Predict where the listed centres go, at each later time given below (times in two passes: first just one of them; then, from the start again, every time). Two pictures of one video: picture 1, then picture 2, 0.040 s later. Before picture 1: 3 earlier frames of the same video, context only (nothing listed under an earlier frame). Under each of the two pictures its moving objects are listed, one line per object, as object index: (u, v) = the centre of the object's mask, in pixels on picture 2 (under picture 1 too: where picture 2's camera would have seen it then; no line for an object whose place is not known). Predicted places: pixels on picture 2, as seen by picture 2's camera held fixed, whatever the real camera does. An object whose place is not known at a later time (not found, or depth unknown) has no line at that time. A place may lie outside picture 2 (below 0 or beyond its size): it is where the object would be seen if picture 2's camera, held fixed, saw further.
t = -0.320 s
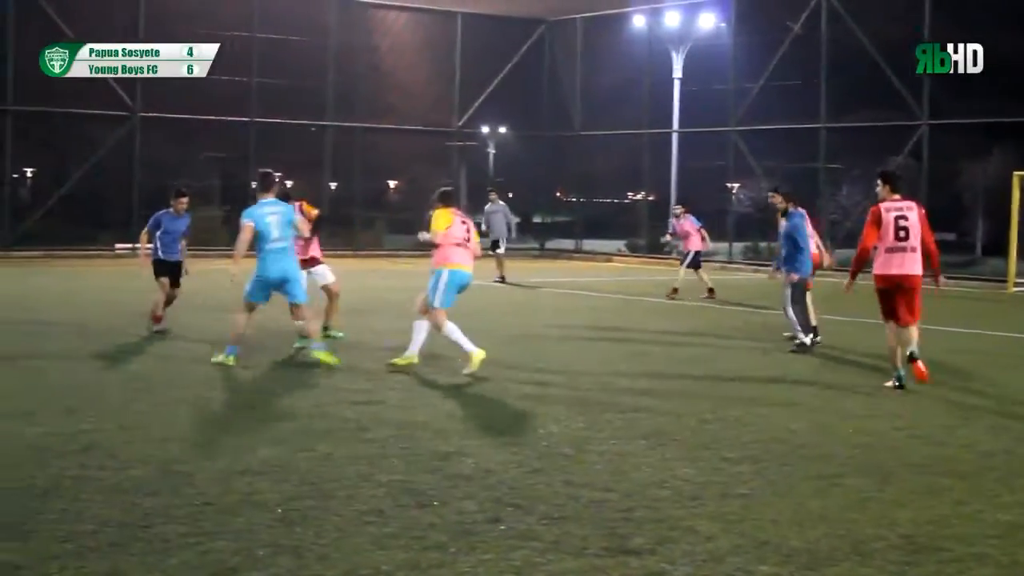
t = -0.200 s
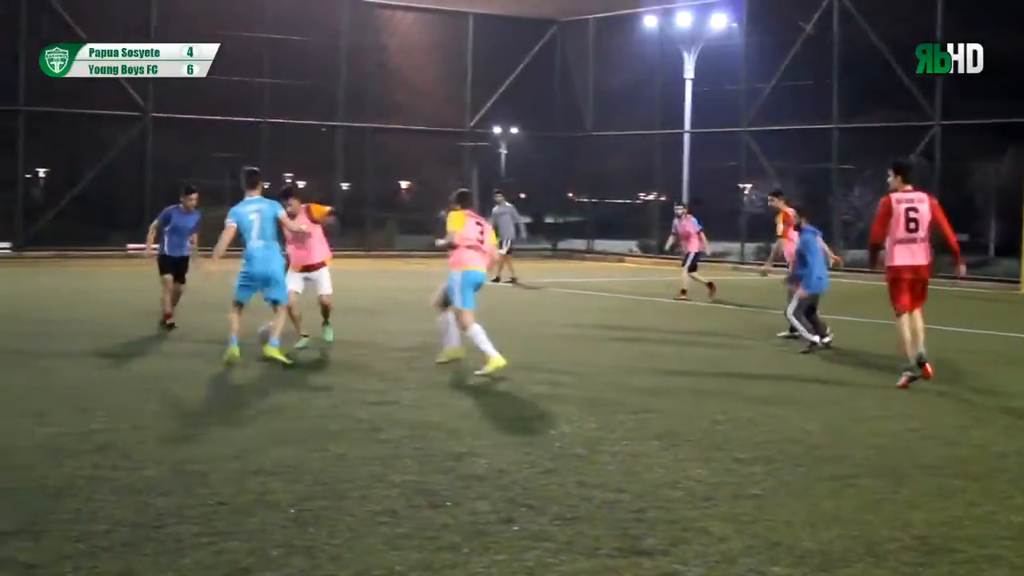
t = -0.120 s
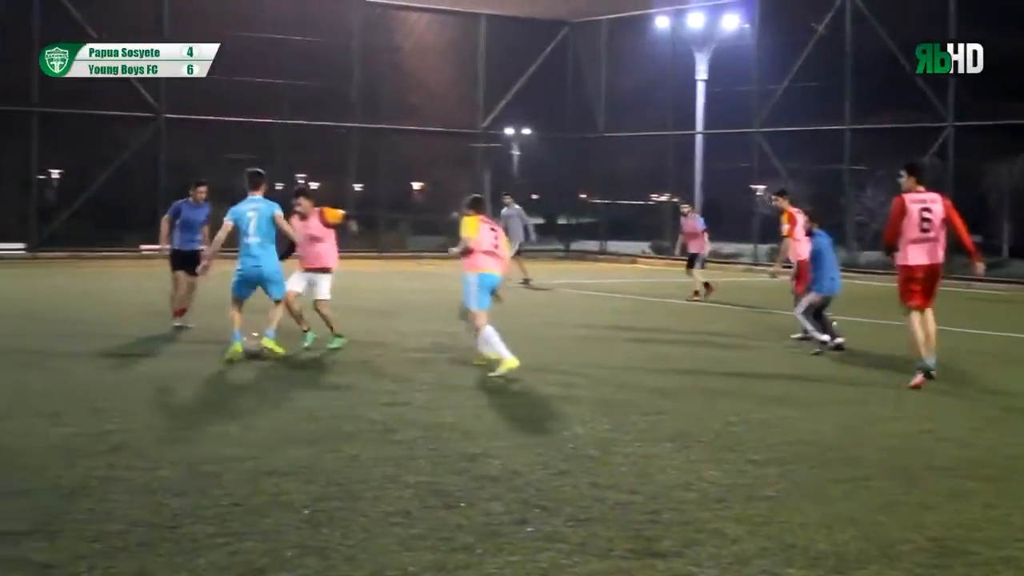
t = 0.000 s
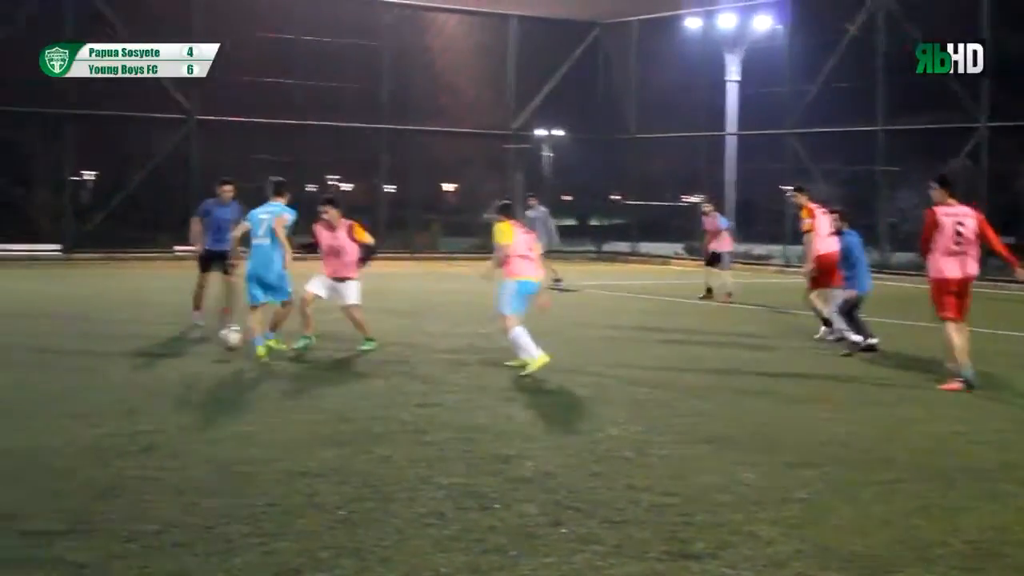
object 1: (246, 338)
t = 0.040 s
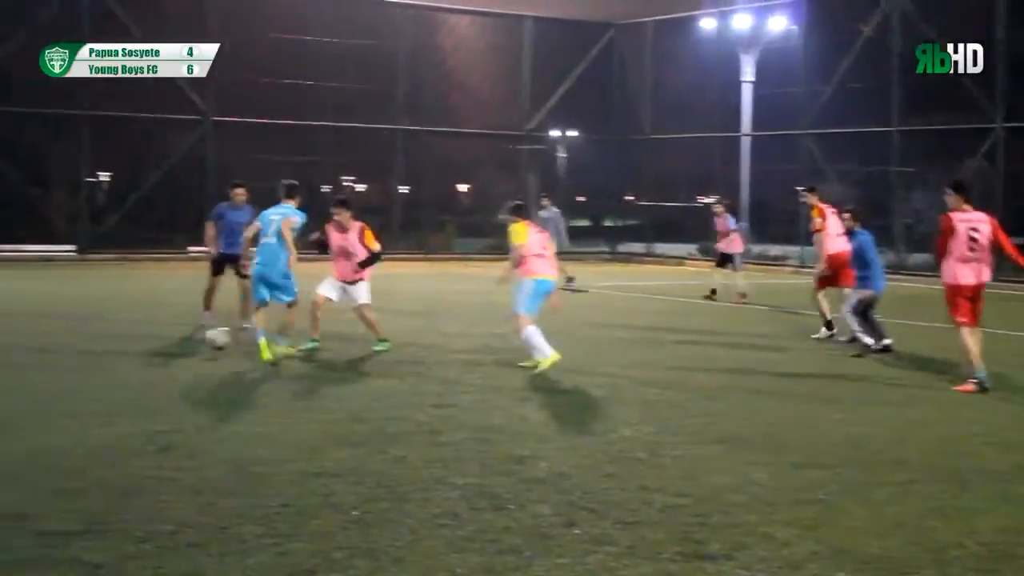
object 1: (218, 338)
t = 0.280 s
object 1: (80, 331)
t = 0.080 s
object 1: (193, 339)
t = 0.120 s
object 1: (170, 338)
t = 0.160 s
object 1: (145, 334)
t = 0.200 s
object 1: (124, 331)
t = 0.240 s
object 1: (101, 331)
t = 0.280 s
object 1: (80, 331)
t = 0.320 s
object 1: (59, 332)
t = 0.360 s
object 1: (42, 329)
